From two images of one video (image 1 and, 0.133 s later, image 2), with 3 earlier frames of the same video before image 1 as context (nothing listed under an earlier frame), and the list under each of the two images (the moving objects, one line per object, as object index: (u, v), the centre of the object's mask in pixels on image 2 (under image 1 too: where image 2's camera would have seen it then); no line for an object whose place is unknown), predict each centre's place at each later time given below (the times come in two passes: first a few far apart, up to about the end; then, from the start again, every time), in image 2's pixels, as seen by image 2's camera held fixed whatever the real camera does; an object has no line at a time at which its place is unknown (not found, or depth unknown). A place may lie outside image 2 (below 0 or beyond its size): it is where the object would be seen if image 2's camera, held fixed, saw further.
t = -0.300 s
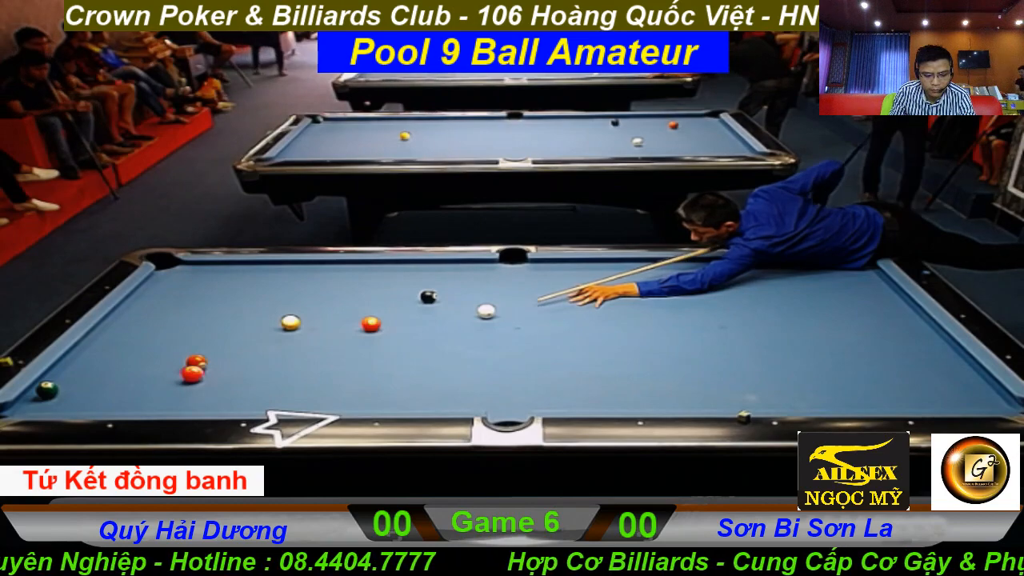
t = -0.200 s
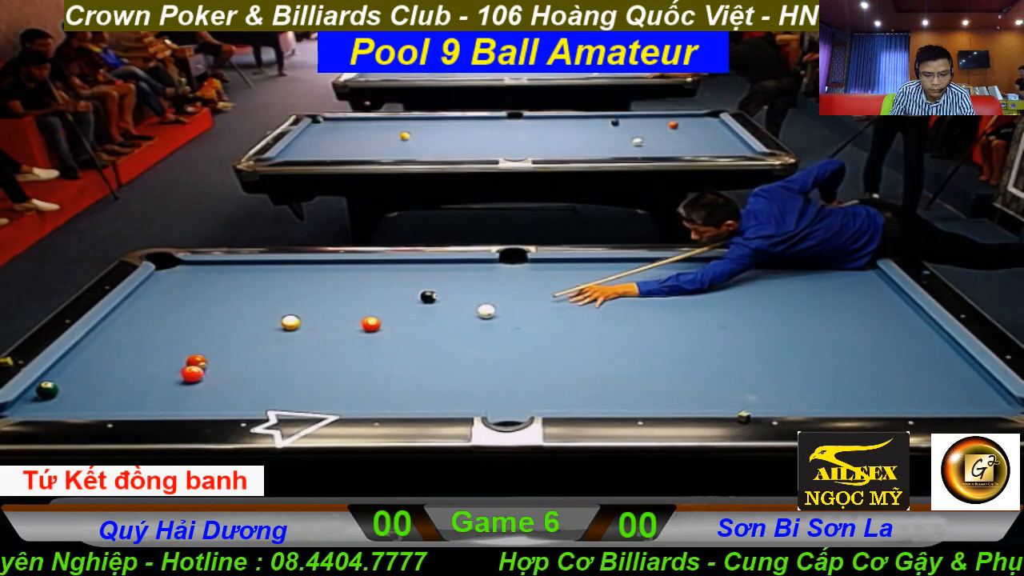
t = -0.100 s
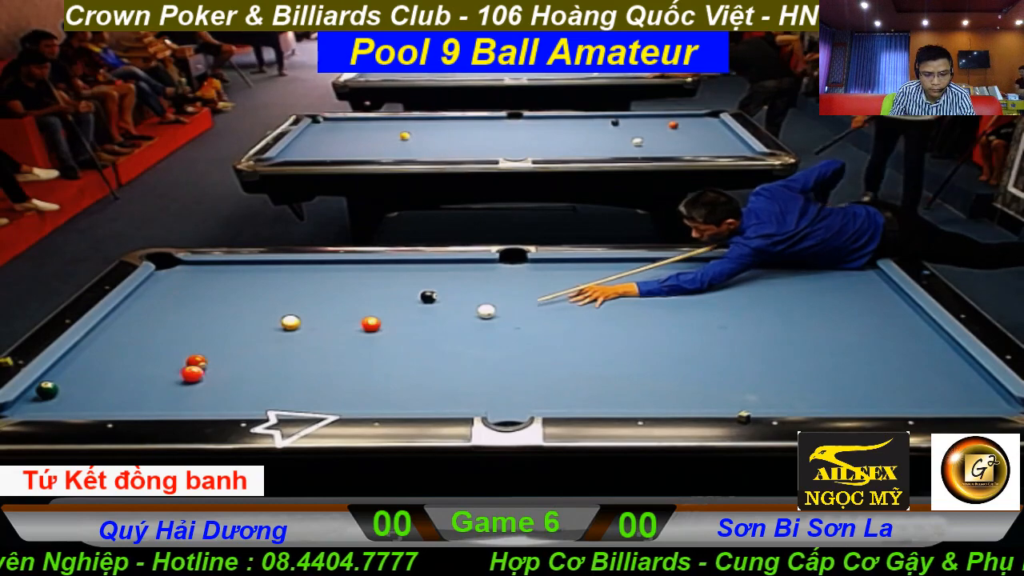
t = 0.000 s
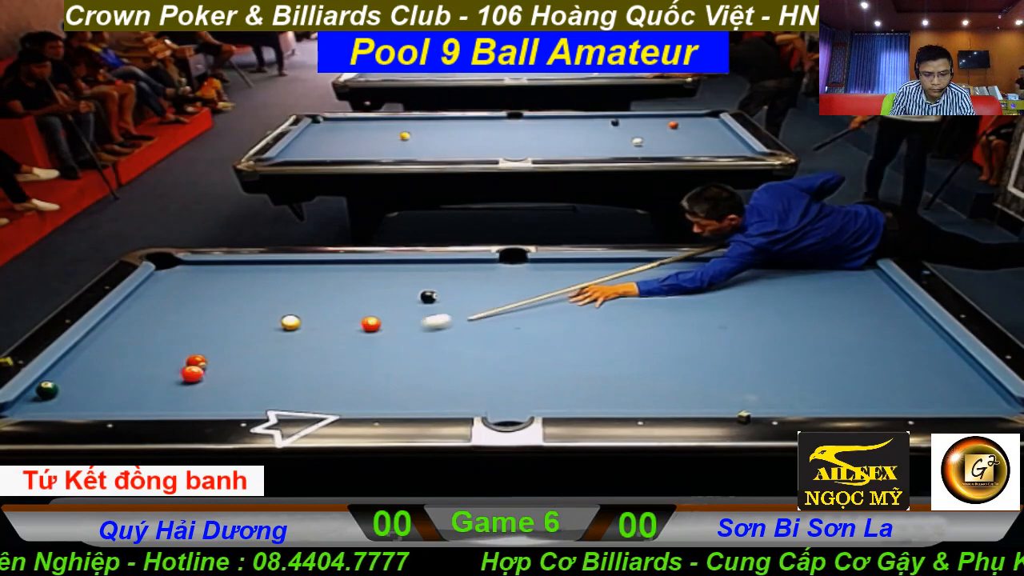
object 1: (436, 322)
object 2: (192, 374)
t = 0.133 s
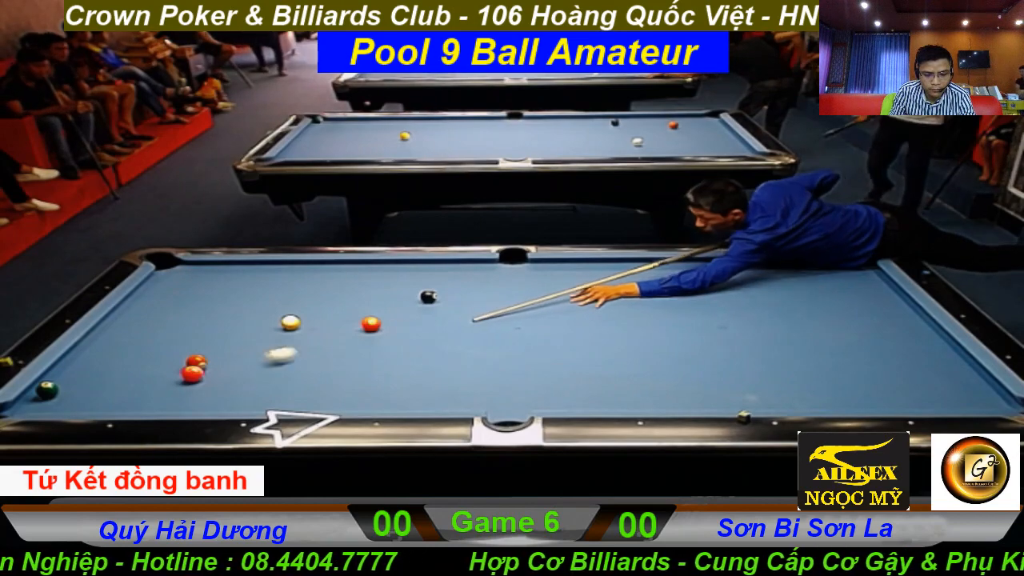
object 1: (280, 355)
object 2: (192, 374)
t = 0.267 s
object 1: (216, 373)
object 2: (91, 392)
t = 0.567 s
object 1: (259, 371)
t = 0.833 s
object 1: (304, 368)
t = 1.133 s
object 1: (350, 365)
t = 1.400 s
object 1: (388, 362)
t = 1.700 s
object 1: (429, 359)
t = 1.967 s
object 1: (462, 356)
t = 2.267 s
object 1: (496, 354)
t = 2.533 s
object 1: (524, 351)
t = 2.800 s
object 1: (550, 349)
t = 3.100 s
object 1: (576, 347)
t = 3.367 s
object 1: (598, 345)
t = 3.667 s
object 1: (618, 343)
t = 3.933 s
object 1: (634, 341)
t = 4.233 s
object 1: (650, 340)
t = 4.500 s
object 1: (662, 339)
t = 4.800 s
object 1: (672, 339)
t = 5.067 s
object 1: (678, 338)
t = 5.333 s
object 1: (682, 338)
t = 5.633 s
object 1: (685, 338)
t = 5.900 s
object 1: (685, 338)
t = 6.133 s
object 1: (685, 338)
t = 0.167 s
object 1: (239, 365)
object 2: (192, 374)
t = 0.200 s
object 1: (214, 371)
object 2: (176, 376)
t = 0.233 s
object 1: (215, 372)
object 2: (133, 384)
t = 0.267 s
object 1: (216, 373)
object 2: (91, 392)
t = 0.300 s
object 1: (219, 373)
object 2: (46, 401)
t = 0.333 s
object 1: (222, 374)
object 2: (10, 407)
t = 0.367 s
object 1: (227, 374)
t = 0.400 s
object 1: (231, 374)
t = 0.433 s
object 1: (236, 373)
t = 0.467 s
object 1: (242, 373)
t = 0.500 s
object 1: (248, 372)
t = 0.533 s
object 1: (254, 372)
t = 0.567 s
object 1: (259, 371)
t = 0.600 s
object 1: (265, 371)
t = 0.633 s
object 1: (270, 371)
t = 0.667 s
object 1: (276, 370)
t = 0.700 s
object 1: (282, 370)
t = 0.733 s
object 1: (287, 369)
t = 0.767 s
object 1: (293, 369)
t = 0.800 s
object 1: (298, 369)
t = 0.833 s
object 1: (304, 368)
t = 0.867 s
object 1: (309, 368)
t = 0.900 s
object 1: (314, 367)
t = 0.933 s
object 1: (319, 367)
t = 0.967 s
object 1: (324, 367)
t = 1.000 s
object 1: (330, 366)
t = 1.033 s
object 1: (335, 366)
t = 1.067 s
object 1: (340, 365)
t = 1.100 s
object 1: (345, 365)
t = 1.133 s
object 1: (350, 365)
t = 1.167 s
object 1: (355, 364)
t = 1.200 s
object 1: (360, 364)
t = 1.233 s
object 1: (365, 363)
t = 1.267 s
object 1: (370, 363)
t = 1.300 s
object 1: (374, 363)
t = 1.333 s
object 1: (379, 362)
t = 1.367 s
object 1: (384, 362)
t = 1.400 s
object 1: (388, 362)
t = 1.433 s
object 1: (393, 361)
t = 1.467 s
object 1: (398, 361)
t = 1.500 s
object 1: (402, 361)
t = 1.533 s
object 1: (407, 360)
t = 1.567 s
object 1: (411, 360)
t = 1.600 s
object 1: (416, 360)
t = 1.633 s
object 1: (420, 359)
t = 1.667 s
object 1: (424, 359)
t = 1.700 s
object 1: (429, 359)
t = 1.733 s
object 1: (433, 358)
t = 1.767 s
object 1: (437, 358)
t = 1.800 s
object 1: (442, 358)
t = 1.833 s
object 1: (446, 357)
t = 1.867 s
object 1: (450, 357)
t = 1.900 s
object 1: (454, 357)
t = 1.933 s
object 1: (458, 357)
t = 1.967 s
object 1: (462, 356)
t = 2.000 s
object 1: (466, 356)
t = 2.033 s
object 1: (470, 356)
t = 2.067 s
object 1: (474, 355)
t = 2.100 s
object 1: (478, 355)
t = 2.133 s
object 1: (481, 355)
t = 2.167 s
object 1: (485, 355)
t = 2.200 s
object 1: (489, 354)
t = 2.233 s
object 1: (493, 354)
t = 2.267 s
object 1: (496, 354)
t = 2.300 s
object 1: (500, 353)
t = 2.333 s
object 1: (504, 353)
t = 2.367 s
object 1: (507, 353)
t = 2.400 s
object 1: (511, 353)
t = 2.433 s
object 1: (514, 352)
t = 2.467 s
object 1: (518, 352)
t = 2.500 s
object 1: (521, 352)
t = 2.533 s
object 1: (524, 351)
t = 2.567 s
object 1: (528, 351)
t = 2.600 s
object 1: (531, 351)
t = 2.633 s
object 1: (535, 350)
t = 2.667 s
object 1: (538, 350)
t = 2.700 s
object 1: (541, 350)
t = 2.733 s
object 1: (544, 350)
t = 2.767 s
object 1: (547, 349)
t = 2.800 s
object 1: (550, 349)
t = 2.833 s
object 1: (553, 349)
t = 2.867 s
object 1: (556, 348)
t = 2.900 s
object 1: (559, 348)
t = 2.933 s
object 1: (562, 348)
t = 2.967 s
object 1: (565, 348)
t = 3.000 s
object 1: (568, 347)
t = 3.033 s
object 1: (571, 347)
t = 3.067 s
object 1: (574, 347)
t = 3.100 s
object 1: (576, 347)
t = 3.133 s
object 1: (579, 347)
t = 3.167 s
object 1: (582, 346)
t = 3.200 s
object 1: (585, 346)
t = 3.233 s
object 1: (587, 346)
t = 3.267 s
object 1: (590, 346)
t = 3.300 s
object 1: (592, 345)
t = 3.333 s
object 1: (595, 345)
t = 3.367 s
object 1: (598, 345)
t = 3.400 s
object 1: (600, 345)
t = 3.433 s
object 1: (602, 344)
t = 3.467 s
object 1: (604, 344)
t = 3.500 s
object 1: (607, 344)
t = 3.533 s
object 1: (609, 344)
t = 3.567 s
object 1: (612, 344)
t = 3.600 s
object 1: (614, 343)
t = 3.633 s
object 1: (616, 343)
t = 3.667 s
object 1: (618, 343)
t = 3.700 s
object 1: (620, 343)
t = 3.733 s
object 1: (623, 343)
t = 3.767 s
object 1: (625, 342)
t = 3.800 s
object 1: (627, 342)
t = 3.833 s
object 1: (629, 342)
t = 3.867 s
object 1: (631, 342)
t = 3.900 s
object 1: (633, 342)
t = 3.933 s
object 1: (634, 341)
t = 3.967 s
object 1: (636, 341)
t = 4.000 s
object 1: (638, 341)
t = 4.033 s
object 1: (640, 341)
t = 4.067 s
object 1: (642, 341)
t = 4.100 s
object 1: (644, 341)
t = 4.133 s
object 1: (645, 341)
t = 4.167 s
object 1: (647, 341)
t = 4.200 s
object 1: (648, 340)
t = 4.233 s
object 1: (650, 340)
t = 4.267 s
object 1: (651, 340)
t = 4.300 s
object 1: (653, 340)
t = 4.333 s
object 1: (654, 340)
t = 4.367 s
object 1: (656, 340)
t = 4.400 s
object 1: (657, 340)
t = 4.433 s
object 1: (659, 340)
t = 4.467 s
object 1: (660, 339)
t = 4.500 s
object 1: (662, 339)
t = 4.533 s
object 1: (663, 339)
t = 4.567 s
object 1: (664, 339)
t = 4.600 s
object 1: (665, 339)
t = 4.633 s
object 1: (667, 339)
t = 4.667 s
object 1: (668, 339)
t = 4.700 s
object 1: (669, 339)
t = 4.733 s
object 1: (670, 339)
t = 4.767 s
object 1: (671, 339)
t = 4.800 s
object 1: (672, 339)
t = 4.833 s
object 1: (673, 339)
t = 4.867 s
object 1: (674, 339)
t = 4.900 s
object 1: (674, 339)
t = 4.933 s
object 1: (675, 339)
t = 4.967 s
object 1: (676, 339)
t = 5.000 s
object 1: (677, 339)
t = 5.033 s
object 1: (677, 339)
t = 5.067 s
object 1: (678, 338)
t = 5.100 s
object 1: (678, 338)
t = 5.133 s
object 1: (680, 338)
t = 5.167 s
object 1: (680, 338)
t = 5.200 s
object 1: (680, 338)
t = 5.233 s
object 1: (681, 338)
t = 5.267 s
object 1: (681, 338)
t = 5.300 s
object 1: (682, 338)
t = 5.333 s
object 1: (682, 338)
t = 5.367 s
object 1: (683, 338)
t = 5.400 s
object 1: (683, 338)
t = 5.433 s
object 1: (683, 338)
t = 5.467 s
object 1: (684, 338)
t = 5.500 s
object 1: (684, 338)
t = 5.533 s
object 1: (684, 338)
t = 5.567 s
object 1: (684, 338)
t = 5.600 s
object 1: (684, 338)
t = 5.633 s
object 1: (685, 338)
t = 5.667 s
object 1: (685, 338)
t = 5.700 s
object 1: (685, 338)
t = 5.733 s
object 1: (685, 338)
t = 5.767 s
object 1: (685, 338)
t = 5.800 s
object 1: (685, 338)
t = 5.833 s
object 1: (685, 338)
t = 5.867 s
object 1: (685, 338)
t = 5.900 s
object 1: (685, 338)
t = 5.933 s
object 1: (685, 338)
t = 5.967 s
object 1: (685, 338)
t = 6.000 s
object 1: (685, 338)
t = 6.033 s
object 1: (685, 338)
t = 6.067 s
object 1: (685, 338)
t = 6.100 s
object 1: (685, 338)
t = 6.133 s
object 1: (685, 338)
